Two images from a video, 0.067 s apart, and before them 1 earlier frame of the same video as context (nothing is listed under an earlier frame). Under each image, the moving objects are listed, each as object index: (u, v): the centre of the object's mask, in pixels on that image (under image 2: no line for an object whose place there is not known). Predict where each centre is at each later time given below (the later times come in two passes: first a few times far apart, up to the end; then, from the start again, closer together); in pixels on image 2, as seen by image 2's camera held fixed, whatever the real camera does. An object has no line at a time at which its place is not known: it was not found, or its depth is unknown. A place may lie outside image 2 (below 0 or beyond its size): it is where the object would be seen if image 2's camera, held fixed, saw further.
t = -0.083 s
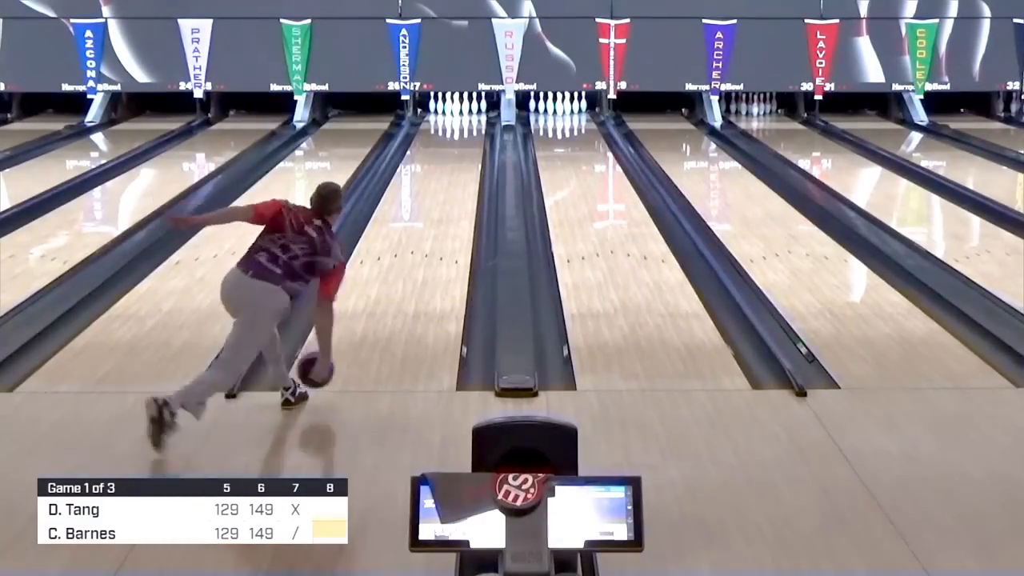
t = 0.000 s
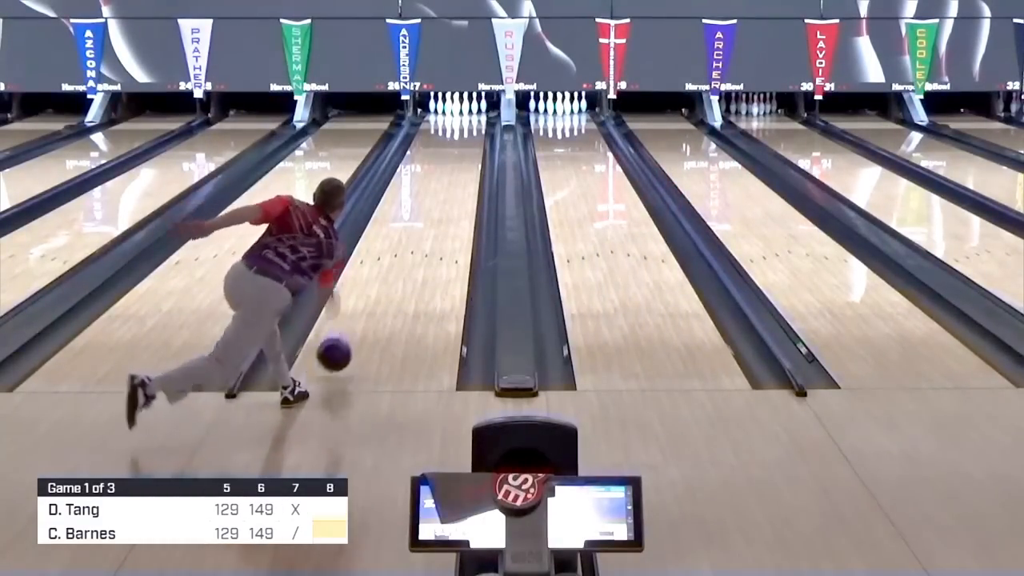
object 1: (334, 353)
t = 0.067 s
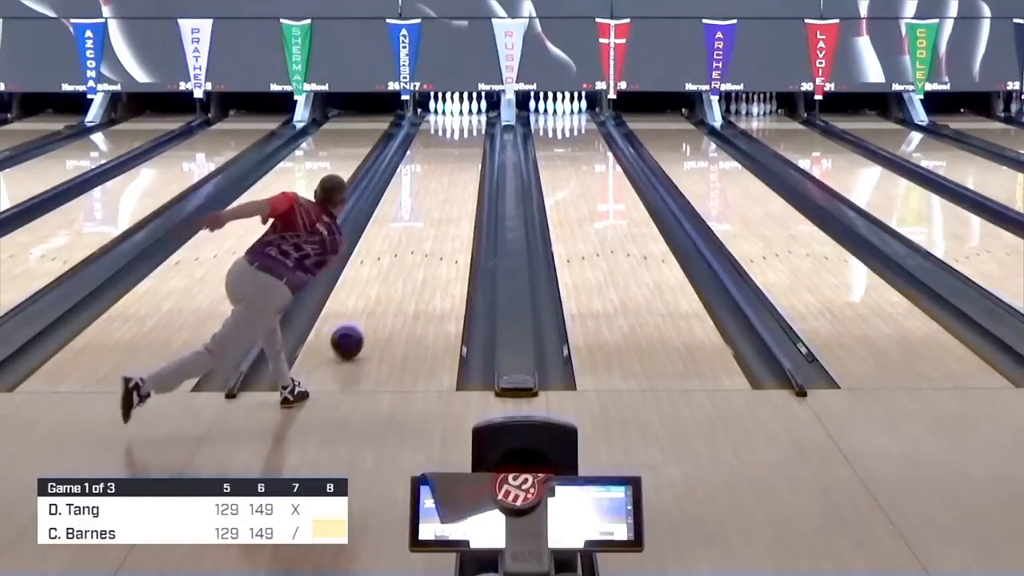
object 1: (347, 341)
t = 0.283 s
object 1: (381, 292)
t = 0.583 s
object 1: (415, 241)
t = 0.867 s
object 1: (438, 206)
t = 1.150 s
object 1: (454, 180)
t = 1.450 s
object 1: (467, 158)
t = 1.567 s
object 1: (471, 151)
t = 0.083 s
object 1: (350, 337)
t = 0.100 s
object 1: (353, 332)
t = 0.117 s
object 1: (356, 329)
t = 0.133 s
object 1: (359, 324)
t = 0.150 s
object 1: (361, 320)
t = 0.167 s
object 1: (364, 316)
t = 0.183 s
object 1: (367, 312)
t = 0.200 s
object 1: (369, 308)
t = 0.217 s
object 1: (372, 304)
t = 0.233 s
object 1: (374, 302)
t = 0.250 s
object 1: (376, 298)
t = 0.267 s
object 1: (379, 295)
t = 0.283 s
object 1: (381, 292)
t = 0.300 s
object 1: (383, 289)
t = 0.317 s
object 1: (385, 285)
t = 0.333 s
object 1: (388, 282)
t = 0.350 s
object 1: (390, 279)
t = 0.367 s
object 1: (392, 276)
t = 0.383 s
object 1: (394, 273)
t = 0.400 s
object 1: (396, 270)
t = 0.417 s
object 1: (398, 267)
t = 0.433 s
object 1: (400, 264)
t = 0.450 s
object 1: (401, 262)
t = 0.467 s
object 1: (403, 259)
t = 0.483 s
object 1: (405, 256)
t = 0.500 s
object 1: (407, 254)
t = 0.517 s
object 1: (408, 251)
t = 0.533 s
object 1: (410, 251)
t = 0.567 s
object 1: (414, 243)
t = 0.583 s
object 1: (415, 241)
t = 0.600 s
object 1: (416, 239)
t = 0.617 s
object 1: (418, 237)
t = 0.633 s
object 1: (419, 235)
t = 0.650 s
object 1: (421, 232)
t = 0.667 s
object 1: (422, 230)
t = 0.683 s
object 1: (424, 228)
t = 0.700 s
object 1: (425, 226)
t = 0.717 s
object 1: (427, 224)
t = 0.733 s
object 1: (428, 222)
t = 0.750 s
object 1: (429, 220)
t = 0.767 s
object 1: (431, 217)
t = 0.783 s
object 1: (432, 216)
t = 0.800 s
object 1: (433, 214)
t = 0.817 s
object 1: (434, 212)
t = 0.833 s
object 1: (435, 210)
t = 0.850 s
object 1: (437, 208)
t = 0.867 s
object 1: (438, 206)
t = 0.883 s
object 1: (439, 204)
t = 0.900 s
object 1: (440, 203)
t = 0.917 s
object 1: (441, 201)
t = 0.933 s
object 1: (442, 199)
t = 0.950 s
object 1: (443, 198)
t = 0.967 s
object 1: (444, 196)
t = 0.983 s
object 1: (445, 195)
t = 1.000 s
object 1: (446, 193)
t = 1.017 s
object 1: (447, 191)
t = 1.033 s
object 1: (448, 190)
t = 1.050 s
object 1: (449, 188)
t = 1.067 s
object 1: (450, 187)
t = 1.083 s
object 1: (451, 185)
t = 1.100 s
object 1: (452, 184)
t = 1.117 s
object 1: (453, 183)
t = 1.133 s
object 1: (454, 181)
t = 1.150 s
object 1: (454, 180)
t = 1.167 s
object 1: (455, 178)
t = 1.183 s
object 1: (456, 177)
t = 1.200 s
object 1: (457, 176)
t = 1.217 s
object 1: (458, 174)
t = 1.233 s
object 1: (458, 173)
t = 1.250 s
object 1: (459, 172)
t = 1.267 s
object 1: (460, 171)
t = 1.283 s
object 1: (461, 169)
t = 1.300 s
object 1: (462, 168)
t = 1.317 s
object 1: (462, 167)
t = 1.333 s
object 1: (463, 166)
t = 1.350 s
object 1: (463, 165)
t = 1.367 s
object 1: (464, 163)
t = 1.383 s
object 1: (465, 162)
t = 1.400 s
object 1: (465, 161)
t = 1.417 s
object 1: (466, 160)
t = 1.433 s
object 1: (467, 159)
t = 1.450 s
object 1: (467, 158)
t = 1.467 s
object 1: (468, 157)
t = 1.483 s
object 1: (469, 156)
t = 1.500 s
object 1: (469, 155)
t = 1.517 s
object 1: (470, 154)
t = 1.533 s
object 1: (470, 153)
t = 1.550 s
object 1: (471, 152)
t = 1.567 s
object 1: (471, 151)
